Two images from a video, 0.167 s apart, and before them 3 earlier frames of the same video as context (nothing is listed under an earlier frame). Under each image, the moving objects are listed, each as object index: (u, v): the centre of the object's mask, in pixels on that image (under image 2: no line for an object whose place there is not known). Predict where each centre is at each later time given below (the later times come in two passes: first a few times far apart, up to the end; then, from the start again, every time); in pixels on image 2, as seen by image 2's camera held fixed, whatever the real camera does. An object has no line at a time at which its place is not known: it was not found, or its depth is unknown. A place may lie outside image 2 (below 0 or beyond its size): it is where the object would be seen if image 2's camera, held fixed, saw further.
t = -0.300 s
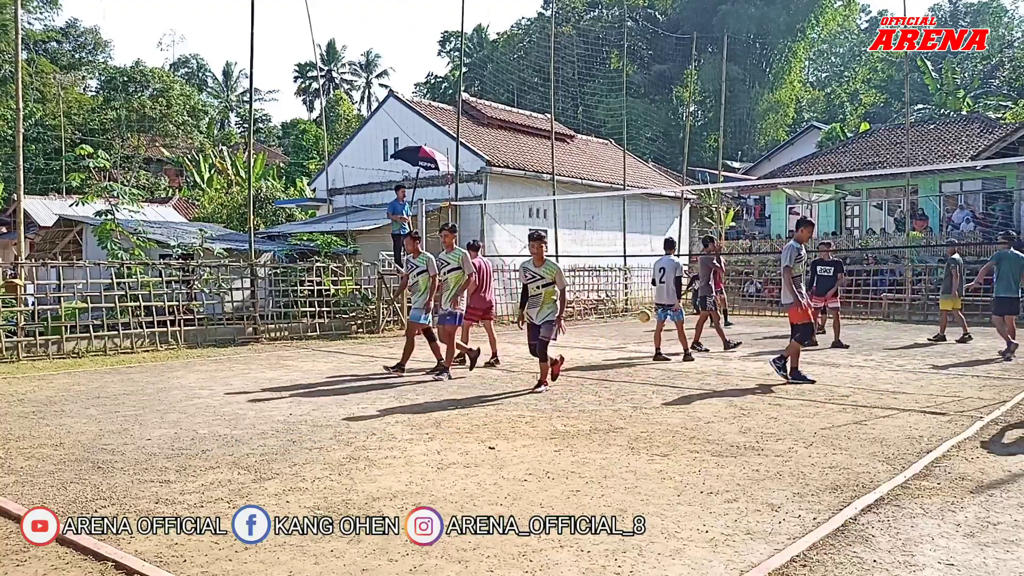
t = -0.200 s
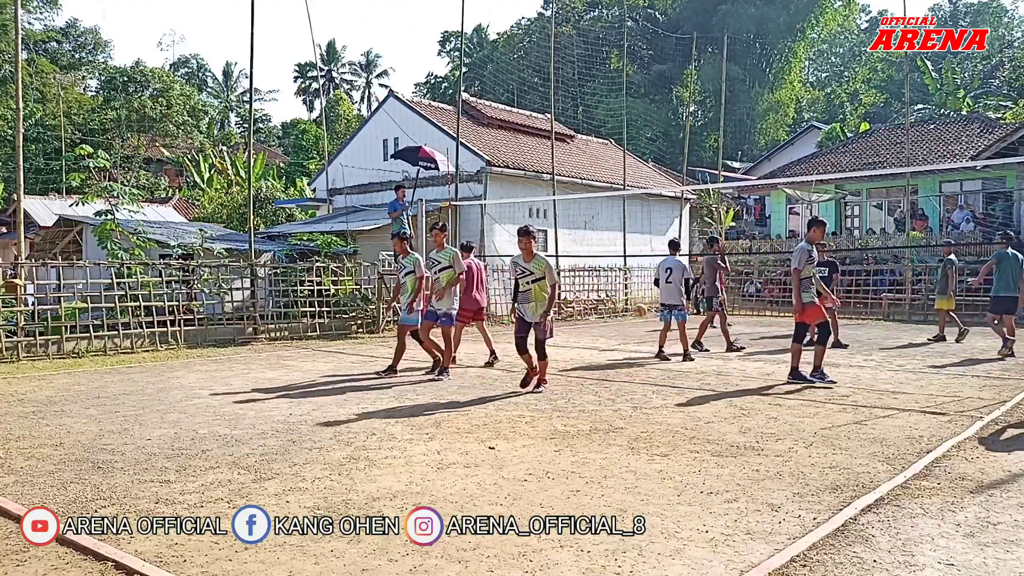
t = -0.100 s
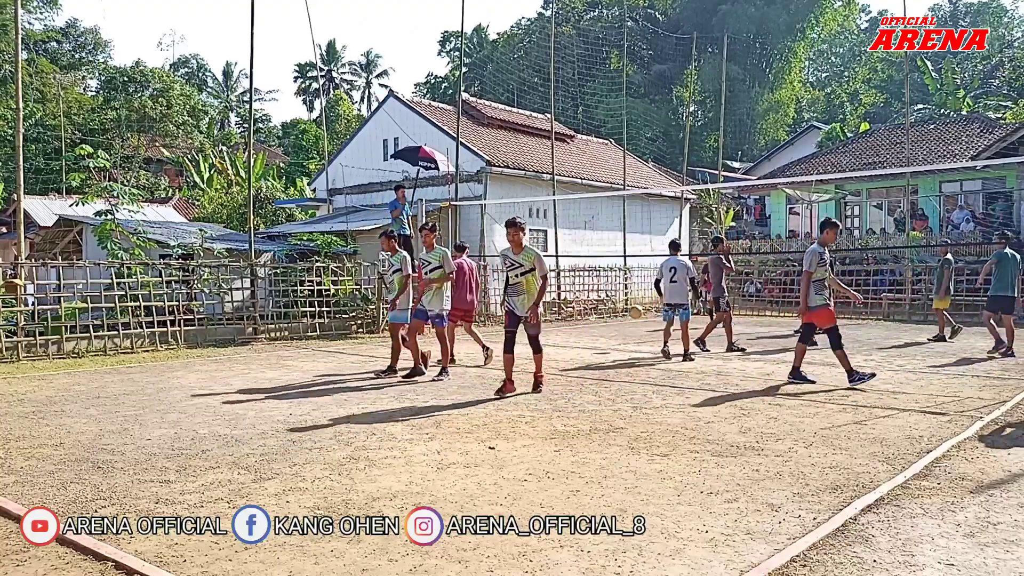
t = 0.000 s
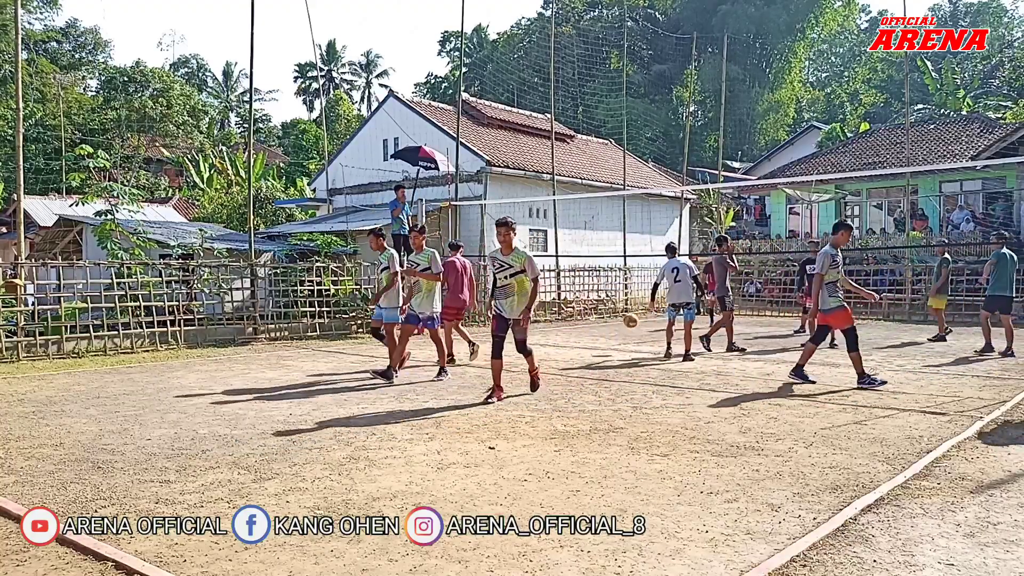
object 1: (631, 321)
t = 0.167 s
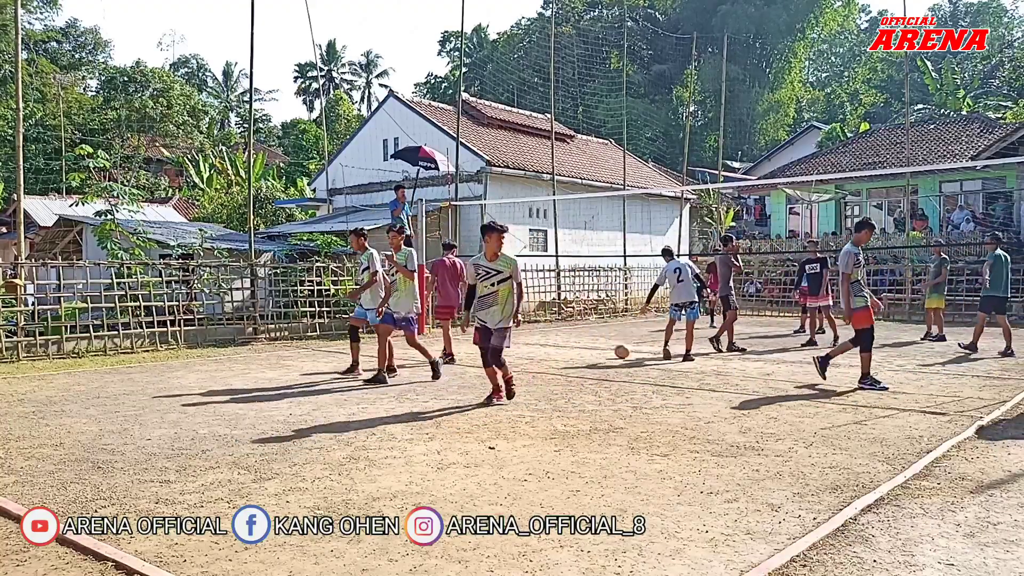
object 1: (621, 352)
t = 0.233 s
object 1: (619, 340)
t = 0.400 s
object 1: (609, 327)
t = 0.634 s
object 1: (594, 347)
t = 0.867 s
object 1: (577, 358)
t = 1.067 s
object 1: (560, 362)
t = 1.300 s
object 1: (535, 388)
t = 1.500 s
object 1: (508, 395)
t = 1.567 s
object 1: (498, 411)
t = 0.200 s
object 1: (620, 346)
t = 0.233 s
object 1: (619, 340)
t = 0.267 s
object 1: (617, 336)
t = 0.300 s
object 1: (615, 332)
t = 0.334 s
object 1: (613, 330)
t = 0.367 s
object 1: (611, 328)
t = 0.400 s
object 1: (609, 327)
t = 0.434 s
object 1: (608, 326)
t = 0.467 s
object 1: (606, 327)
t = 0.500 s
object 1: (604, 329)
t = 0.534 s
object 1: (602, 331)
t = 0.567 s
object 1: (599, 335)
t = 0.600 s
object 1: (597, 340)
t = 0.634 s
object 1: (594, 347)
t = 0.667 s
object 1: (592, 355)
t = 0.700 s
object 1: (589, 363)
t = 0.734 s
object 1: (588, 372)
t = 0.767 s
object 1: (586, 369)
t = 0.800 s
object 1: (583, 365)
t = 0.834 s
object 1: (580, 361)
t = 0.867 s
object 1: (577, 358)
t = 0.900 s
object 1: (574, 355)
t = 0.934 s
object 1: (572, 355)
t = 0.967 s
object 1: (569, 355)
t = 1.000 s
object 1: (566, 356)
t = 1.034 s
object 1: (563, 359)
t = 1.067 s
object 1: (560, 362)
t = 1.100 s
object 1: (557, 367)
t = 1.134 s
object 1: (554, 373)
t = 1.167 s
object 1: (550, 381)
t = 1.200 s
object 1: (547, 391)
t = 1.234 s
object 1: (543, 396)
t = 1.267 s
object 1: (539, 392)
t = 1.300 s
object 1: (535, 388)
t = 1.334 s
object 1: (531, 386)
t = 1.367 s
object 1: (527, 384)
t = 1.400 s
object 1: (523, 384)
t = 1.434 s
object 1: (518, 387)
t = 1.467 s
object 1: (513, 390)
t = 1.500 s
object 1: (508, 395)
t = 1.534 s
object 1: (503, 402)
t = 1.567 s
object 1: (498, 411)
